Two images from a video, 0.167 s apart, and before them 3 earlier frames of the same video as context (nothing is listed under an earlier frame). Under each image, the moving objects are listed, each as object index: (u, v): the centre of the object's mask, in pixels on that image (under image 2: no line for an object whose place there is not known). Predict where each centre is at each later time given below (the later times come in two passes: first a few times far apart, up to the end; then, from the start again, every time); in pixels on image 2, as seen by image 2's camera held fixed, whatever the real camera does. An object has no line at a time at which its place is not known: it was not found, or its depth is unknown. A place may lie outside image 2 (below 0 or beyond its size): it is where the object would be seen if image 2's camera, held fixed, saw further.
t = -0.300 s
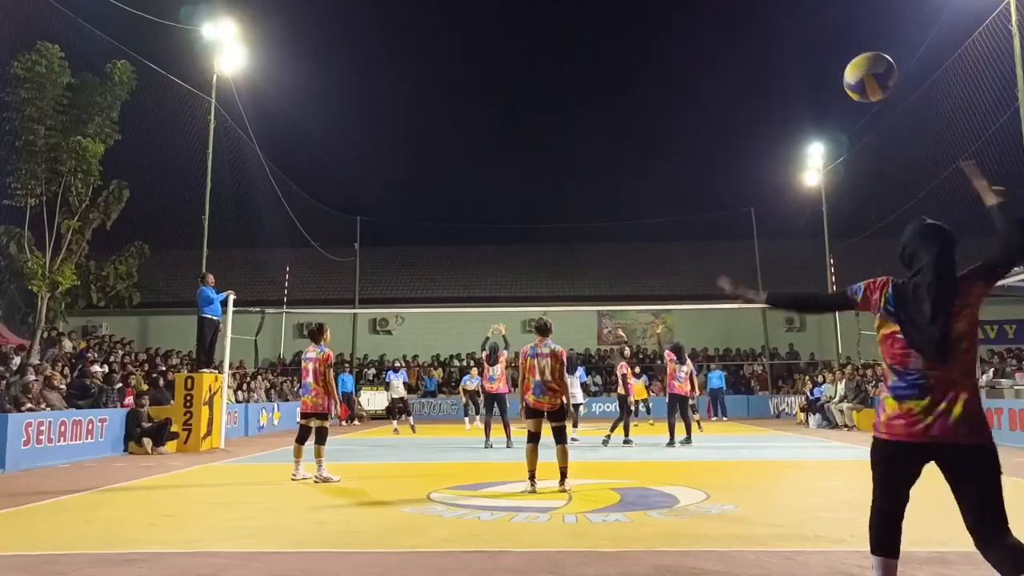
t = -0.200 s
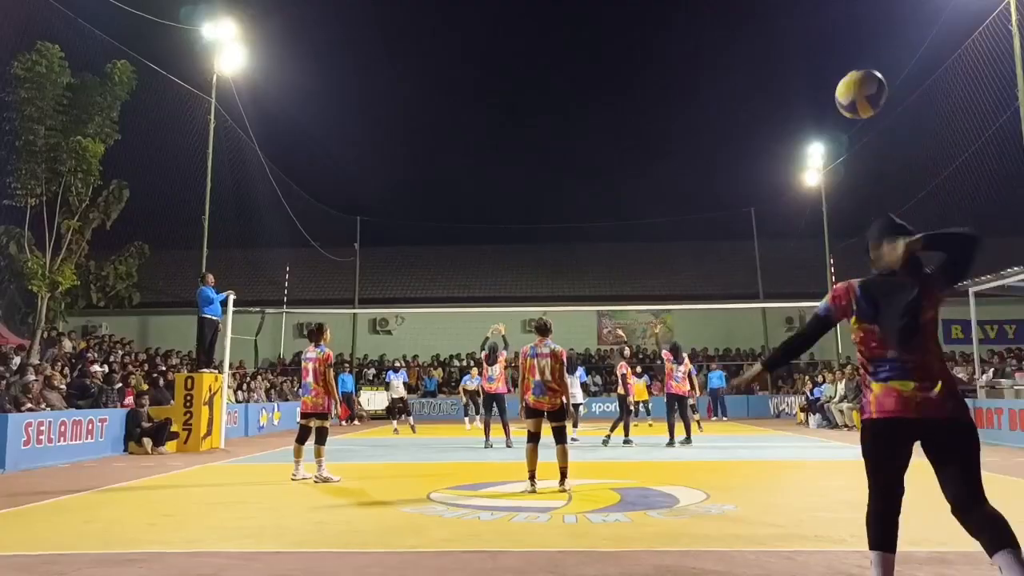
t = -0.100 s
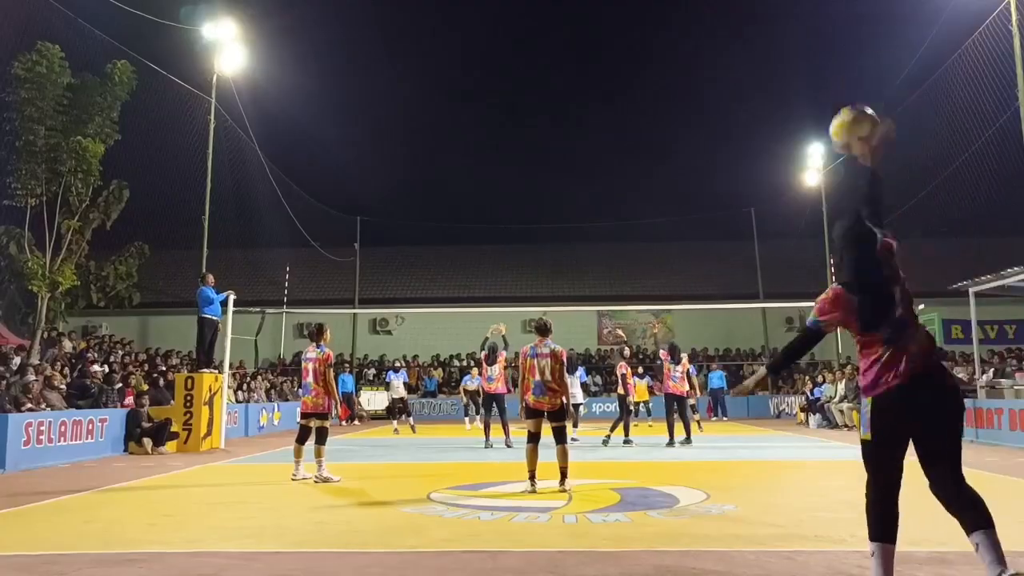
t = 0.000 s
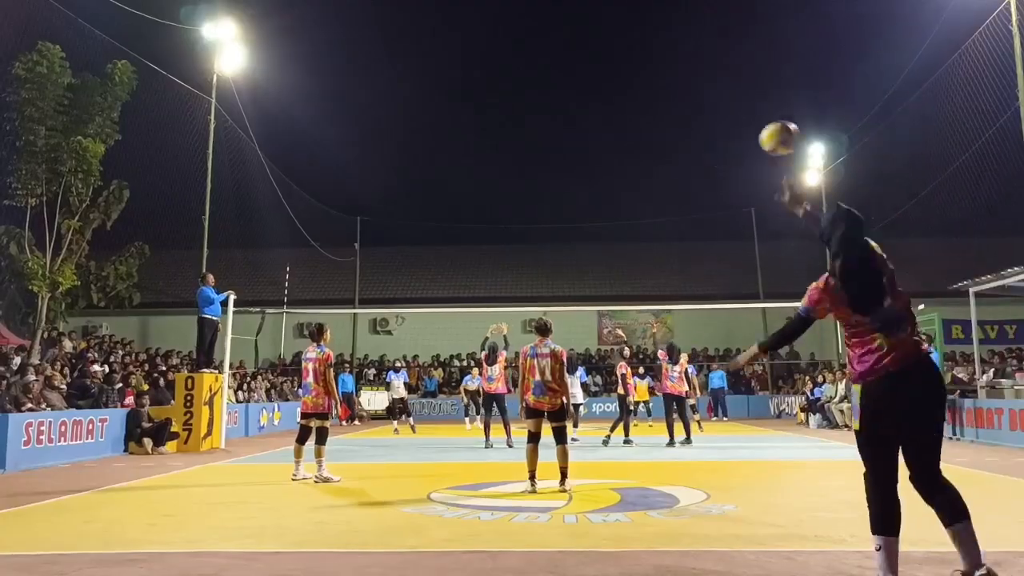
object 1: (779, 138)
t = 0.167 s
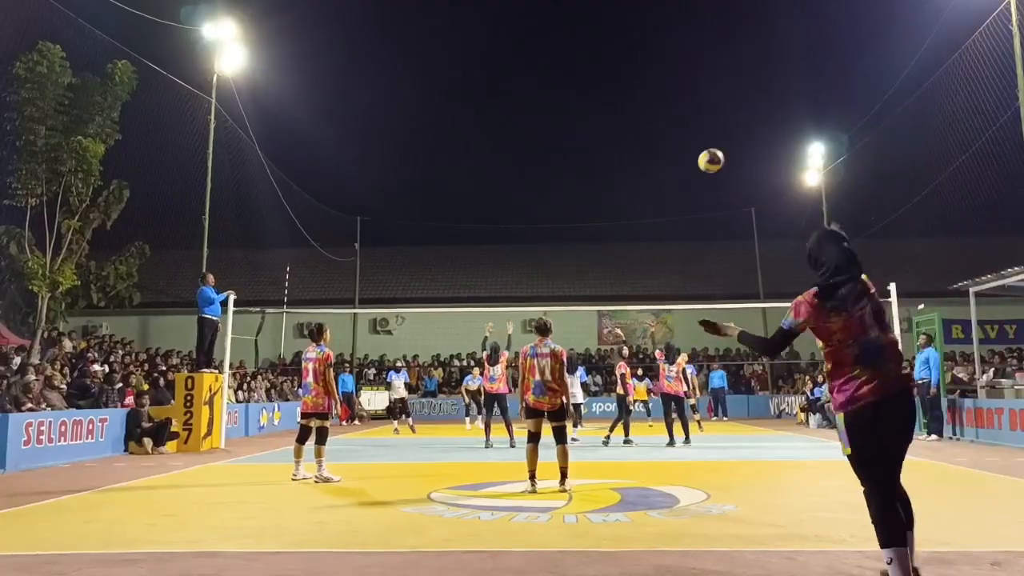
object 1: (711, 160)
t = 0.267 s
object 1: (688, 181)
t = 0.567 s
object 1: (650, 240)
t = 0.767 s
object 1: (632, 281)
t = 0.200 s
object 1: (702, 167)
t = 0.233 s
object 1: (694, 174)
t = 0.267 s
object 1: (688, 181)
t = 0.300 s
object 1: (682, 188)
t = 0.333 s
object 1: (676, 195)
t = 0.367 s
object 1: (672, 202)
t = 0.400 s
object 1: (667, 208)
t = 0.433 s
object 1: (663, 215)
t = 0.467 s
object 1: (660, 221)
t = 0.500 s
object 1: (656, 227)
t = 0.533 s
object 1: (653, 234)
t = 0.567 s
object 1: (650, 240)
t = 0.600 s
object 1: (647, 247)
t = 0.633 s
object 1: (643, 253)
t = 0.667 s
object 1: (641, 260)
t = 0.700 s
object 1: (638, 267)
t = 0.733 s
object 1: (635, 274)
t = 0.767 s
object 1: (632, 281)
